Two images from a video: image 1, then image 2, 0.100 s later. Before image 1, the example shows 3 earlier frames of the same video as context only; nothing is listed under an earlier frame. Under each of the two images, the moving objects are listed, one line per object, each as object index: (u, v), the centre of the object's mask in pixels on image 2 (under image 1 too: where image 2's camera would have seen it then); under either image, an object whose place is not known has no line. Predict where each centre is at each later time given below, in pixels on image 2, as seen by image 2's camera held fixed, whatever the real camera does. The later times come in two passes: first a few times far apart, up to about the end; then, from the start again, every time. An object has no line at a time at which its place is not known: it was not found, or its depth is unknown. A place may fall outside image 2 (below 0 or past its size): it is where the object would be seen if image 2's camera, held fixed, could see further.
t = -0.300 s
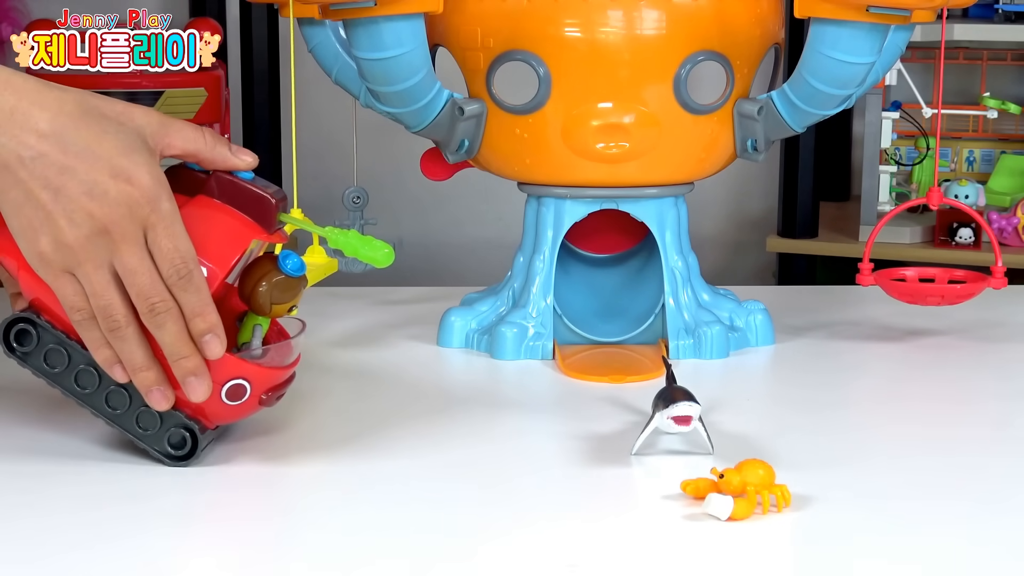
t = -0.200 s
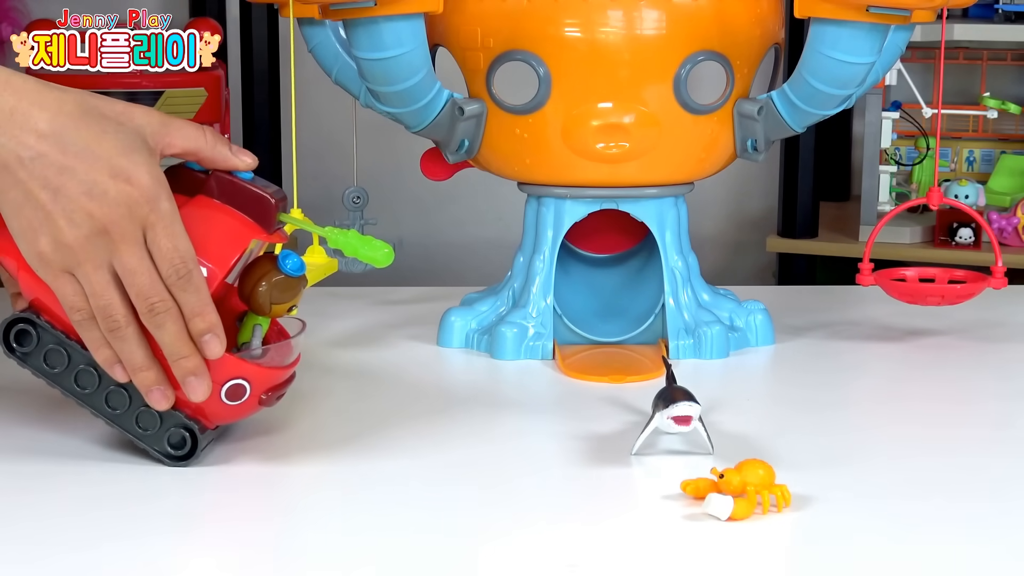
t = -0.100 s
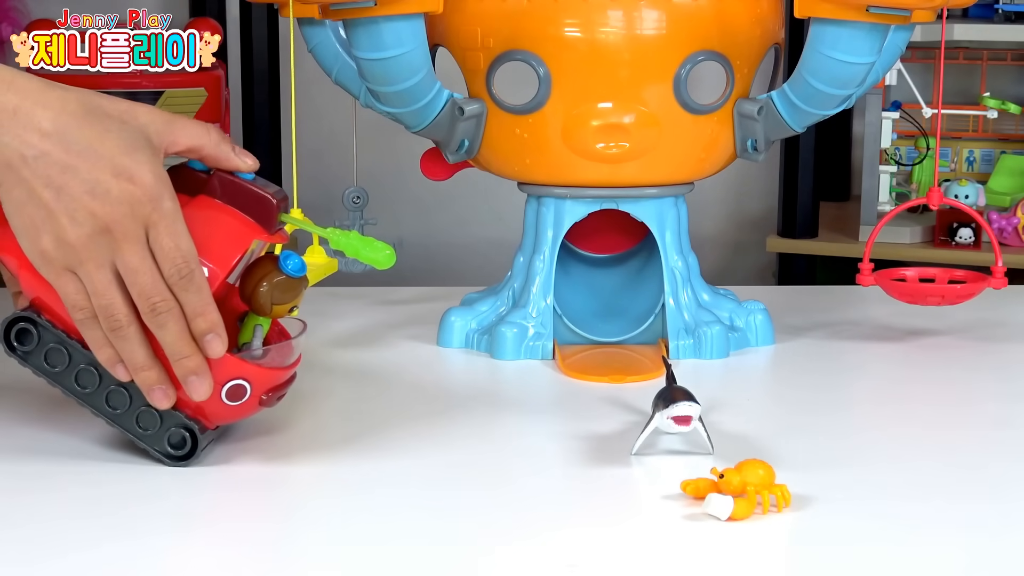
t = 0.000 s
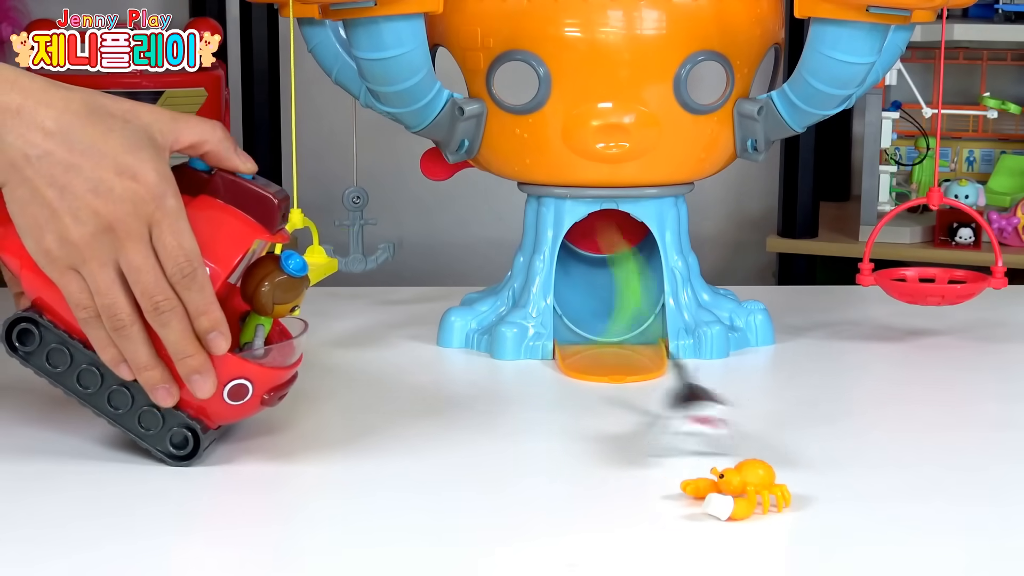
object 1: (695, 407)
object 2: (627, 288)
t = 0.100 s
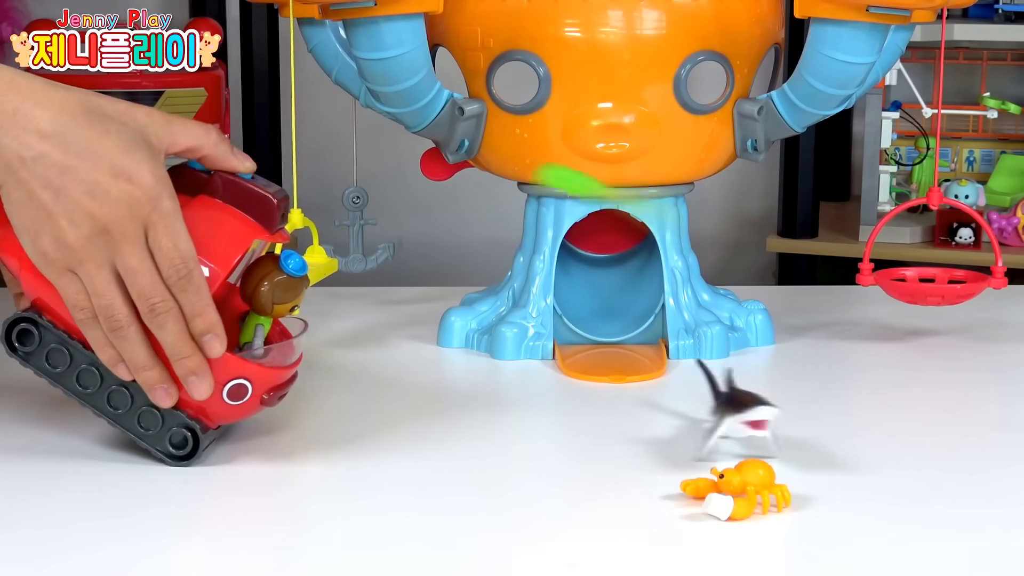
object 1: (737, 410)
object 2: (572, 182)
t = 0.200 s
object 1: (741, 413)
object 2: (536, 246)
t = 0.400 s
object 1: (741, 413)
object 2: (467, 334)
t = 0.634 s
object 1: (741, 413)
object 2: (435, 370)
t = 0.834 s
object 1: (741, 413)
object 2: (421, 377)
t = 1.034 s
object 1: (741, 413)
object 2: (419, 378)
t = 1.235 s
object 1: (741, 413)
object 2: (421, 378)
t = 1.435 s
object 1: (741, 413)
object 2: (423, 378)
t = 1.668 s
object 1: (741, 413)
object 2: (421, 378)
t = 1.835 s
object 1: (741, 413)
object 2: (421, 378)
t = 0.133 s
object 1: (741, 413)
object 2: (576, 185)
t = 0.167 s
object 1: (741, 413)
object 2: (551, 208)
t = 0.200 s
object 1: (741, 413)
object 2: (536, 246)
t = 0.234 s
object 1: (741, 413)
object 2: (514, 315)
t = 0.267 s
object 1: (741, 413)
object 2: (504, 338)
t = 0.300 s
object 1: (741, 413)
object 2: (487, 311)
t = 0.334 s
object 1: (741, 413)
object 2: (475, 311)
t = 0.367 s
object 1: (741, 413)
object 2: (473, 312)
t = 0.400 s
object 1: (741, 413)
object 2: (467, 334)
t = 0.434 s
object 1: (741, 413)
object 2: (459, 356)
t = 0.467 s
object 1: (741, 413)
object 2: (457, 358)
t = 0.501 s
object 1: (741, 413)
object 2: (454, 360)
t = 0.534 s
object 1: (741, 413)
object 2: (445, 363)
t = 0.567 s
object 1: (741, 413)
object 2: (441, 365)
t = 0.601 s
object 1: (741, 413)
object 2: (442, 368)
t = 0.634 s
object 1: (741, 413)
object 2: (435, 370)
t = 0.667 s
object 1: (741, 413)
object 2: (431, 371)
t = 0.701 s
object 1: (741, 413)
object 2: (428, 371)
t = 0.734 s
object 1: (741, 413)
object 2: (425, 373)
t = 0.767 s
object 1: (741, 413)
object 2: (425, 375)
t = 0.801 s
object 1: (741, 413)
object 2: (424, 376)
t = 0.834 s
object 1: (741, 413)
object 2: (421, 377)
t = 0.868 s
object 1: (741, 413)
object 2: (420, 378)
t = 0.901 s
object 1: (741, 413)
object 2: (420, 378)
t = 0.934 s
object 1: (741, 413)
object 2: (420, 378)
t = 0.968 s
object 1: (741, 413)
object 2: (420, 378)
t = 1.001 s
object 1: (741, 413)
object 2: (420, 378)
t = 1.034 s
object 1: (741, 413)
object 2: (419, 378)
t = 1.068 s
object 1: (742, 413)
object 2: (420, 378)
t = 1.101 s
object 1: (742, 413)
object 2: (420, 378)
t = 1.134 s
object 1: (741, 413)
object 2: (420, 378)
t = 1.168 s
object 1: (741, 413)
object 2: (421, 378)
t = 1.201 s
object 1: (742, 413)
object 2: (421, 378)
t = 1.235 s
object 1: (741, 413)
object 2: (421, 378)
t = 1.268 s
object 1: (742, 413)
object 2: (420, 378)
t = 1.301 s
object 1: (742, 413)
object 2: (421, 378)
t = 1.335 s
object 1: (742, 413)
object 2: (422, 378)
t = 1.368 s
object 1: (742, 413)
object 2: (422, 378)
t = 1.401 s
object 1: (741, 413)
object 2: (422, 378)
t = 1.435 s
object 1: (741, 413)
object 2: (423, 378)
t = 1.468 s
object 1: (742, 413)
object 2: (423, 378)
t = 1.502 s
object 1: (742, 413)
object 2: (423, 378)
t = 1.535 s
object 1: (741, 413)
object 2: (421, 378)
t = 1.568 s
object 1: (741, 413)
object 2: (422, 378)
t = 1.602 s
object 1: (741, 413)
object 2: (421, 378)
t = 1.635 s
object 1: (741, 413)
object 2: (422, 378)
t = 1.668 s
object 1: (741, 413)
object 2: (421, 378)
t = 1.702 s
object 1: (741, 413)
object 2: (422, 378)
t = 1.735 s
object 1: (741, 413)
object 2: (422, 378)
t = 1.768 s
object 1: (741, 413)
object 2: (422, 378)
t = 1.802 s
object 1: (741, 413)
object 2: (421, 378)
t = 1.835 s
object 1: (741, 413)
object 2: (421, 378)
